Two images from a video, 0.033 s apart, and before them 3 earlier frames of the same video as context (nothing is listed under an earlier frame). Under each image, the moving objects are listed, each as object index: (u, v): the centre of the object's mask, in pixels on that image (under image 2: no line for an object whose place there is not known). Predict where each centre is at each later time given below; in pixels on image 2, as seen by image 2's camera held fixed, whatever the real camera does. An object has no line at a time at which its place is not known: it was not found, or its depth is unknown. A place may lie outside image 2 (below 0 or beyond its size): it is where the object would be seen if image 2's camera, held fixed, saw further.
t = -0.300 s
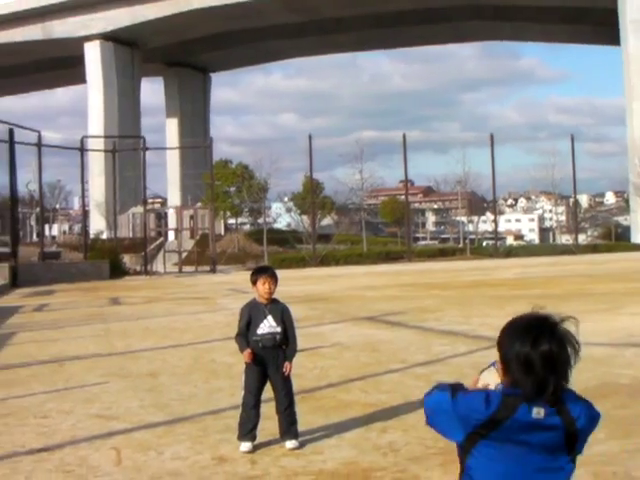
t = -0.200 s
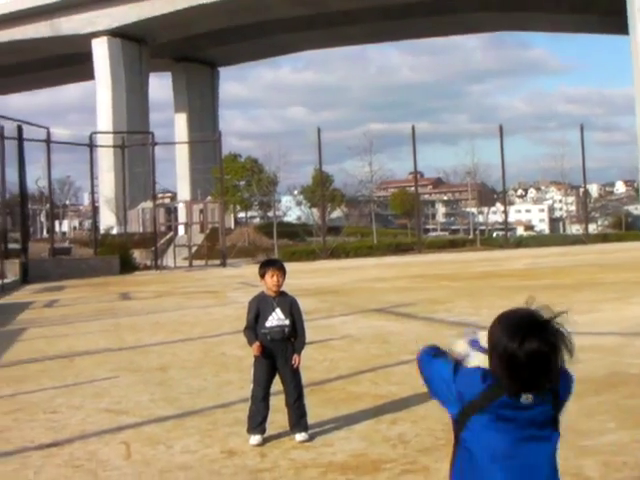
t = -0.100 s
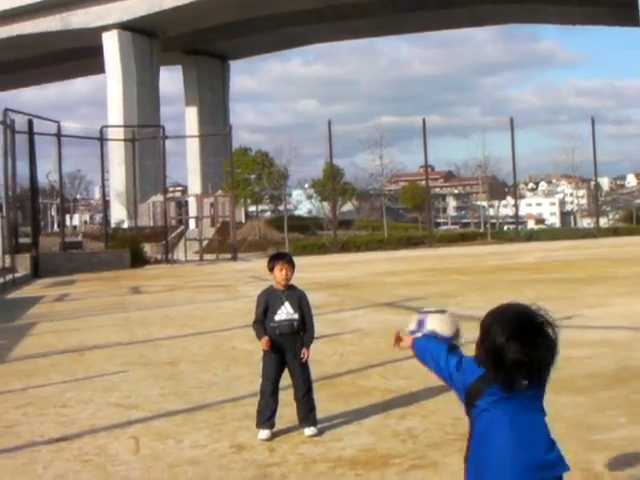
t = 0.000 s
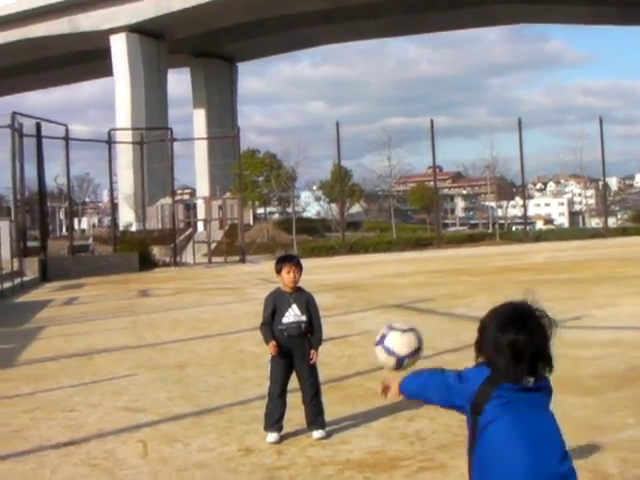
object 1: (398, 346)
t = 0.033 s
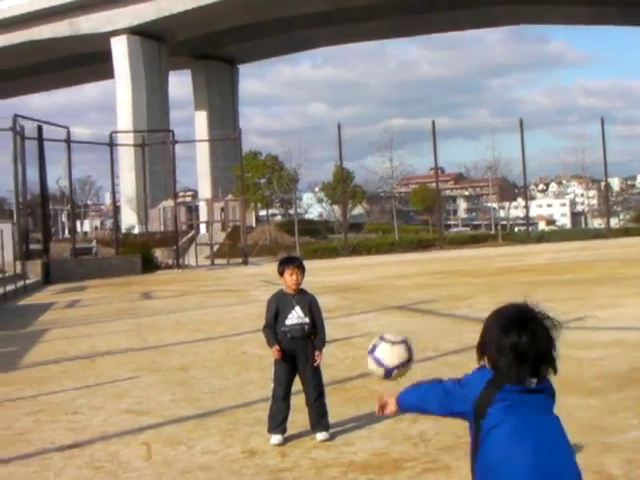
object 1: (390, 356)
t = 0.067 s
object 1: (380, 366)
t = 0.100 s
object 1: (370, 379)
